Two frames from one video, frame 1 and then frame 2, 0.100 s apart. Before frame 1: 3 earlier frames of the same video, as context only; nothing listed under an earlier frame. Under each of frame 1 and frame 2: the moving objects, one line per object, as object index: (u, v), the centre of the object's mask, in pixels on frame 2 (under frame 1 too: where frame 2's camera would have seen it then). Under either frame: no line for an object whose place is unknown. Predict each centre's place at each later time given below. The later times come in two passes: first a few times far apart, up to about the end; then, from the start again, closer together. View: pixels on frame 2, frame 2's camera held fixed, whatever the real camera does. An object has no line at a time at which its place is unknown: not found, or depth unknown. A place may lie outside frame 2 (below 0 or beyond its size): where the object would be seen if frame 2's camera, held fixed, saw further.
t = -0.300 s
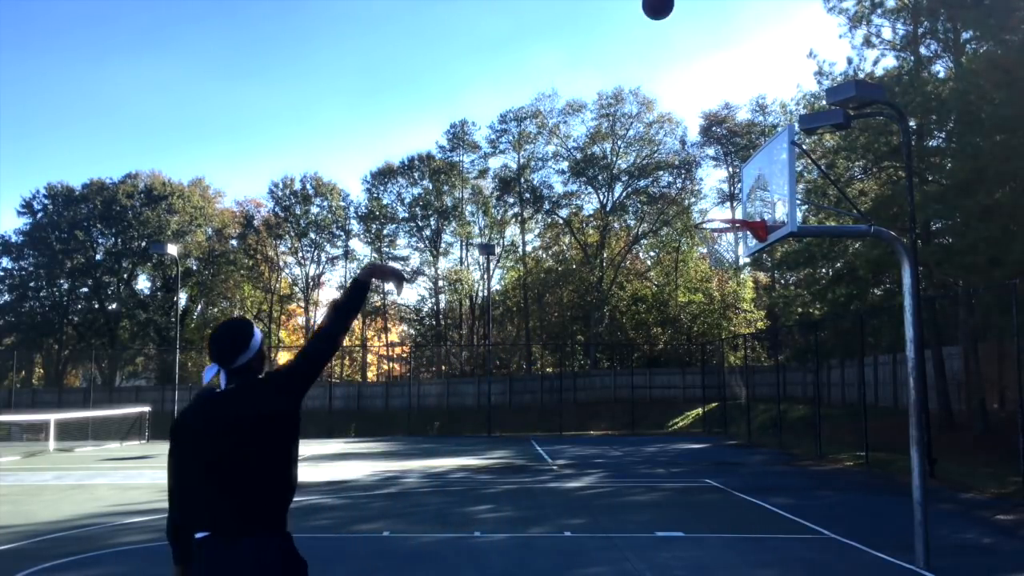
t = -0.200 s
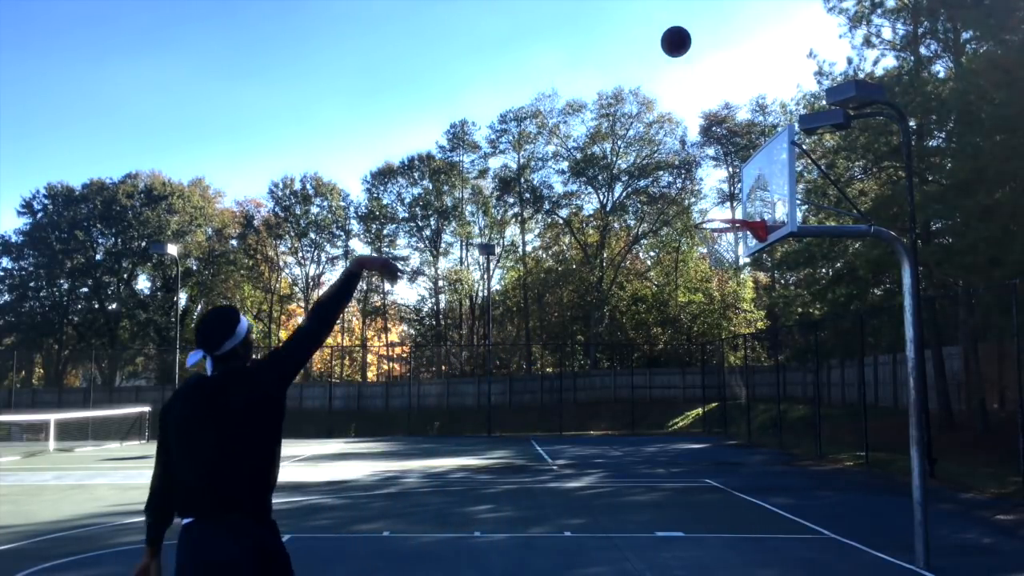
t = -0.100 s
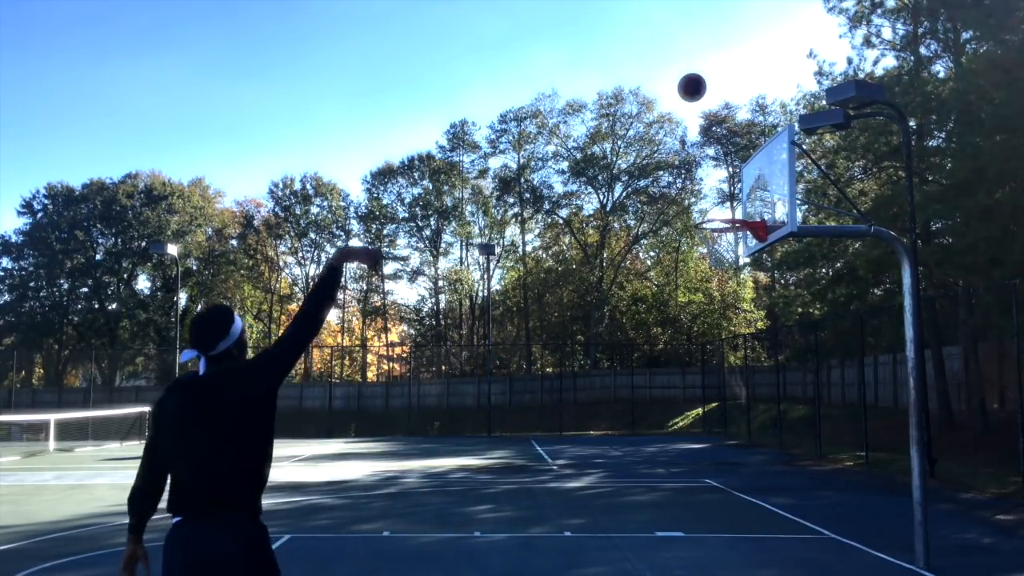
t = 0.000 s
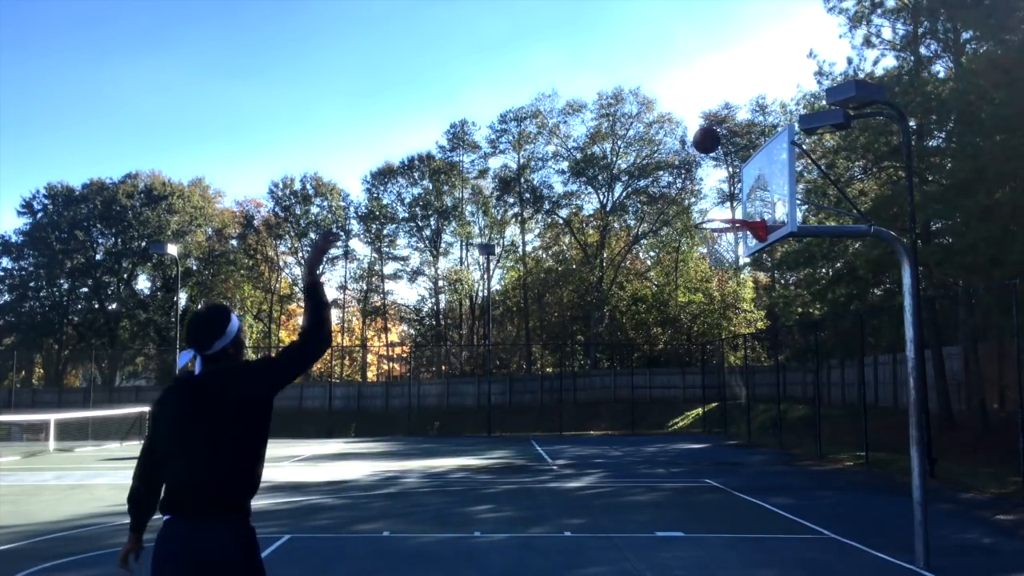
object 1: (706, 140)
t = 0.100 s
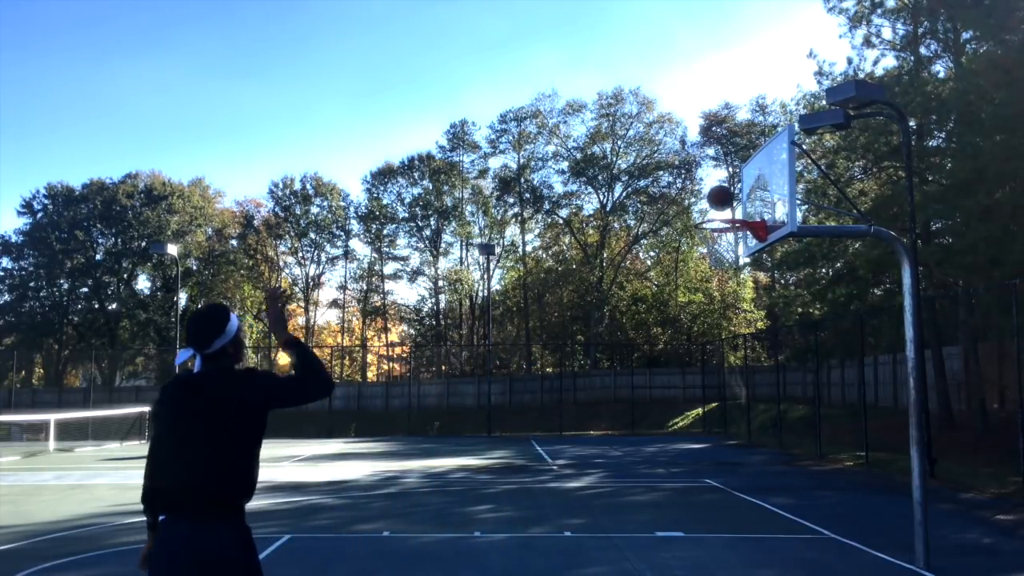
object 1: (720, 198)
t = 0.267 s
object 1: (717, 255)
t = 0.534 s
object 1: (722, 262)
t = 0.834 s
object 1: (730, 353)
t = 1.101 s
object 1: (741, 520)
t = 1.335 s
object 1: (743, 476)
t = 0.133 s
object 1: (724, 218)
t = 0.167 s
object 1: (724, 234)
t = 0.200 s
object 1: (720, 248)
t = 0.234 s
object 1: (717, 256)
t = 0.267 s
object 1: (717, 255)
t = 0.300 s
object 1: (718, 252)
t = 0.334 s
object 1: (718, 250)
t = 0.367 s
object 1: (719, 250)
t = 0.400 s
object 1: (719, 251)
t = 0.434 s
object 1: (720, 251)
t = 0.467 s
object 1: (721, 254)
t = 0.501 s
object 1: (722, 257)
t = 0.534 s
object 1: (722, 262)
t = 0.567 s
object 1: (723, 267)
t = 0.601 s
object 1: (724, 273)
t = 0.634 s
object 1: (725, 281)
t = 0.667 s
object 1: (726, 290)
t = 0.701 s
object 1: (727, 300)
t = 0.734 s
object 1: (728, 312)
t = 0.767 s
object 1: (729, 324)
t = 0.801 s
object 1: (730, 339)
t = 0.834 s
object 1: (730, 353)
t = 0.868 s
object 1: (731, 370)
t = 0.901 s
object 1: (733, 387)
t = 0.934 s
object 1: (734, 406)
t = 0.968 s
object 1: (735, 425)
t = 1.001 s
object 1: (736, 449)
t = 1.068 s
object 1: (739, 495)
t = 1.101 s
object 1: (741, 520)
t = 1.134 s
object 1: (741, 547)
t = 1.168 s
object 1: (742, 547)
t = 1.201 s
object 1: (743, 531)
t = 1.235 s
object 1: (743, 516)
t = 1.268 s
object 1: (743, 500)
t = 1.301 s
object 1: (743, 488)
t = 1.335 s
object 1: (743, 476)
